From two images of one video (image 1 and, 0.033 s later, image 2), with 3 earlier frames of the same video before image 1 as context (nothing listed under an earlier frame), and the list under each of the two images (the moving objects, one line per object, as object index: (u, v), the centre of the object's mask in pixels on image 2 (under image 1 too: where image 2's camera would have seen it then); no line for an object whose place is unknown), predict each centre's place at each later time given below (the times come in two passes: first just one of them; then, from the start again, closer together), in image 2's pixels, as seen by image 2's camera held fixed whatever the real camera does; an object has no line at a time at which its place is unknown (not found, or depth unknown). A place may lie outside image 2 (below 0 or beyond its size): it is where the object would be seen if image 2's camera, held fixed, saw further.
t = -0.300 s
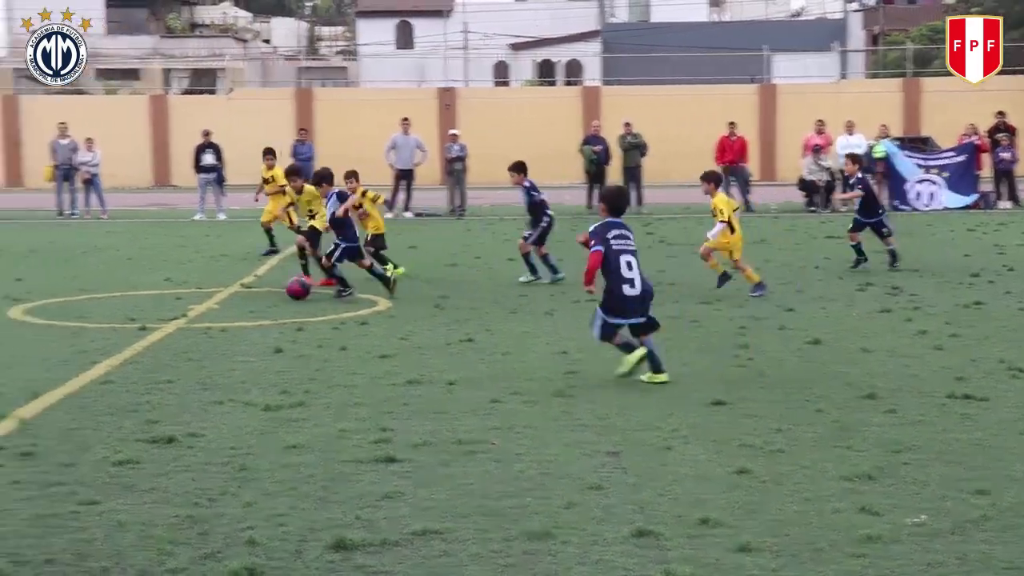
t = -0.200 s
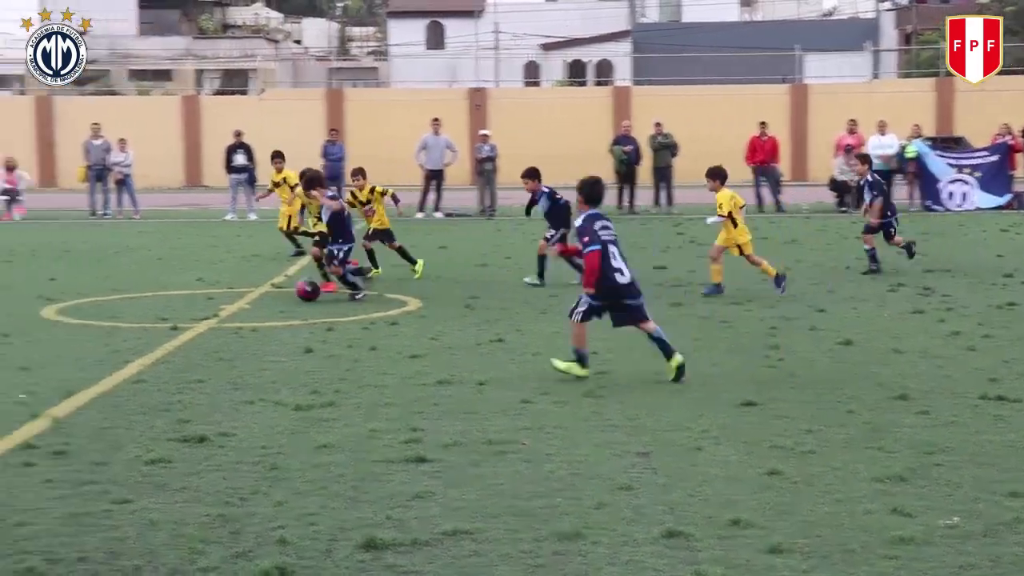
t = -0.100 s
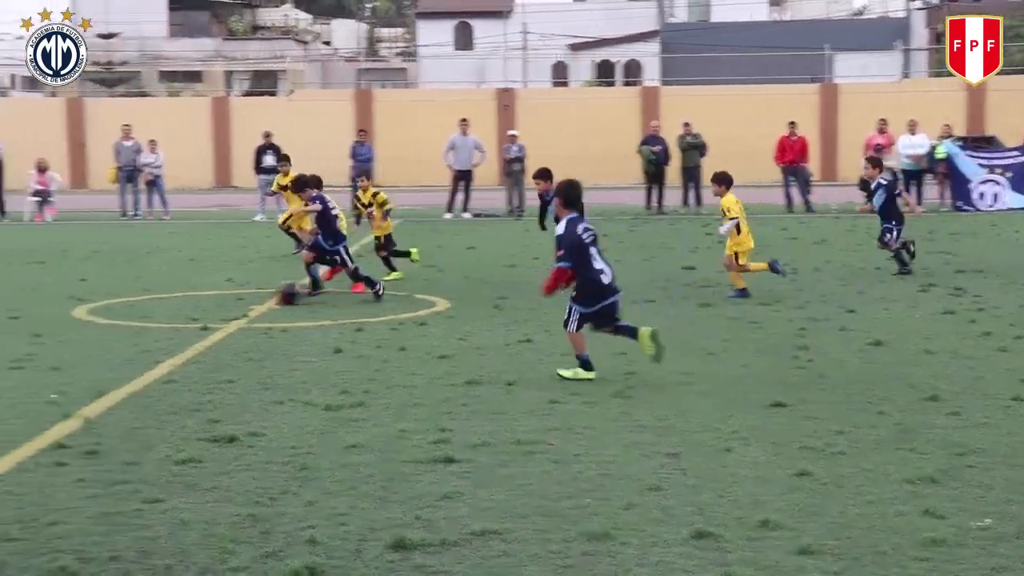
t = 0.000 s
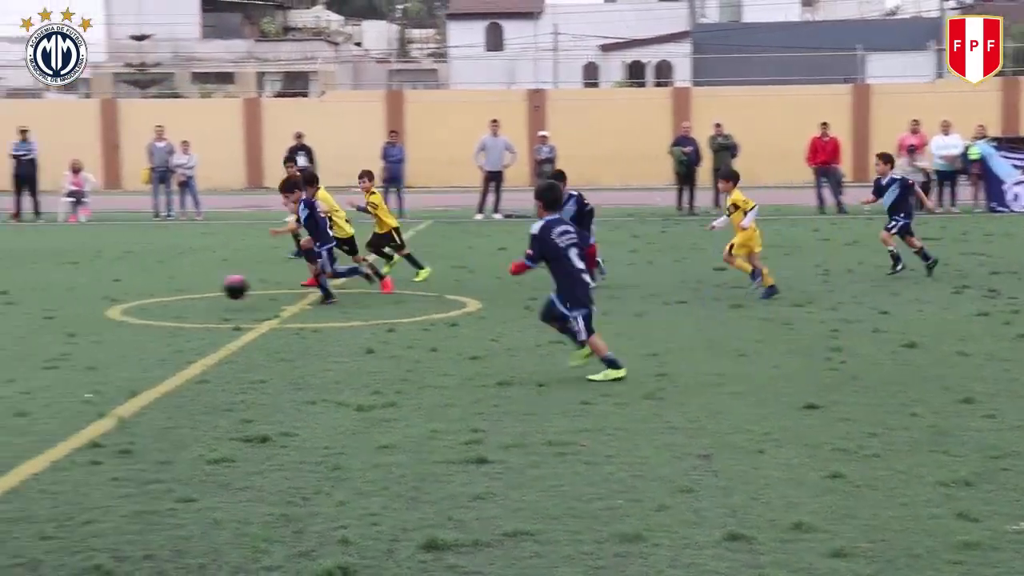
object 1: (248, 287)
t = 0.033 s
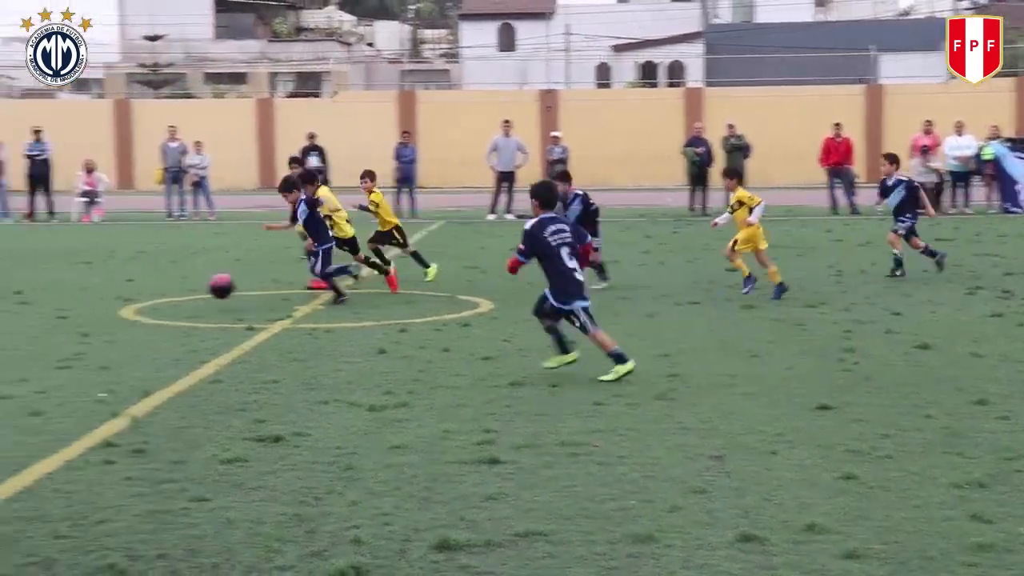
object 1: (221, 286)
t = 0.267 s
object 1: (27, 304)
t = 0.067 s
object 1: (193, 286)
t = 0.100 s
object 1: (165, 288)
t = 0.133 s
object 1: (137, 291)
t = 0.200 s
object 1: (79, 302)
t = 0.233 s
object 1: (50, 307)
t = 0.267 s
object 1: (27, 304)
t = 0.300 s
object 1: (4, 302)
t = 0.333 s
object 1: (-19, 301)
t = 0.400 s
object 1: (-66, 304)
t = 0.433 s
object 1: (-90, 308)
